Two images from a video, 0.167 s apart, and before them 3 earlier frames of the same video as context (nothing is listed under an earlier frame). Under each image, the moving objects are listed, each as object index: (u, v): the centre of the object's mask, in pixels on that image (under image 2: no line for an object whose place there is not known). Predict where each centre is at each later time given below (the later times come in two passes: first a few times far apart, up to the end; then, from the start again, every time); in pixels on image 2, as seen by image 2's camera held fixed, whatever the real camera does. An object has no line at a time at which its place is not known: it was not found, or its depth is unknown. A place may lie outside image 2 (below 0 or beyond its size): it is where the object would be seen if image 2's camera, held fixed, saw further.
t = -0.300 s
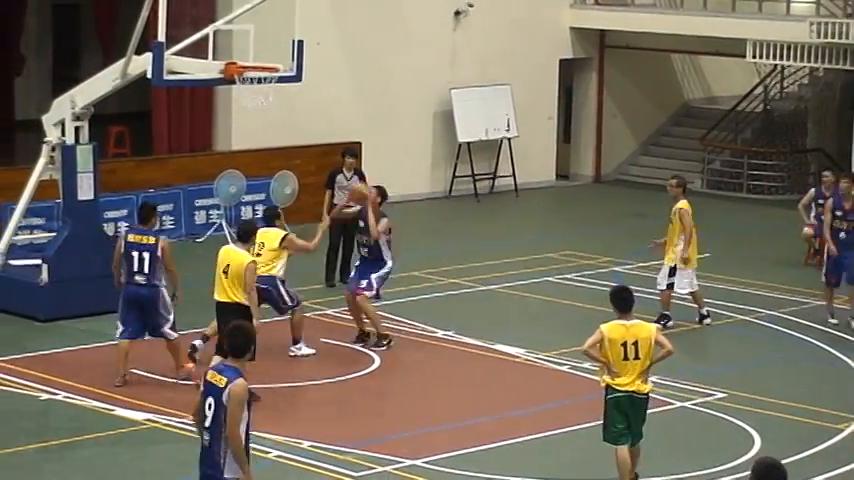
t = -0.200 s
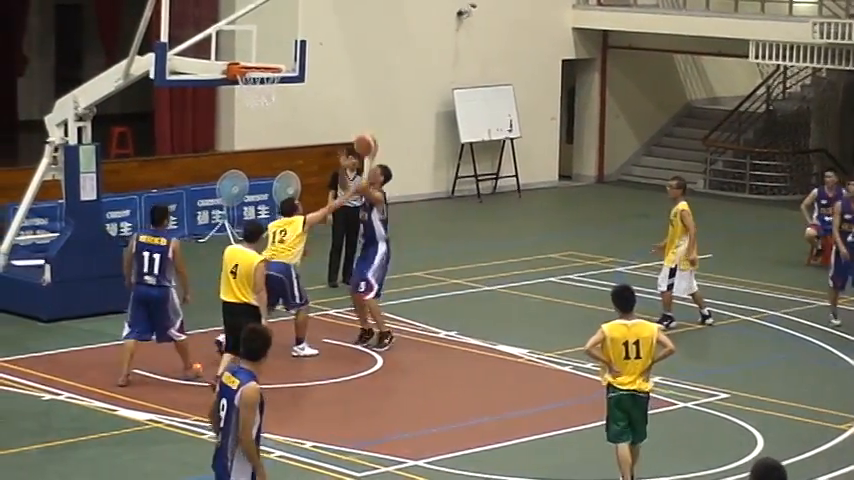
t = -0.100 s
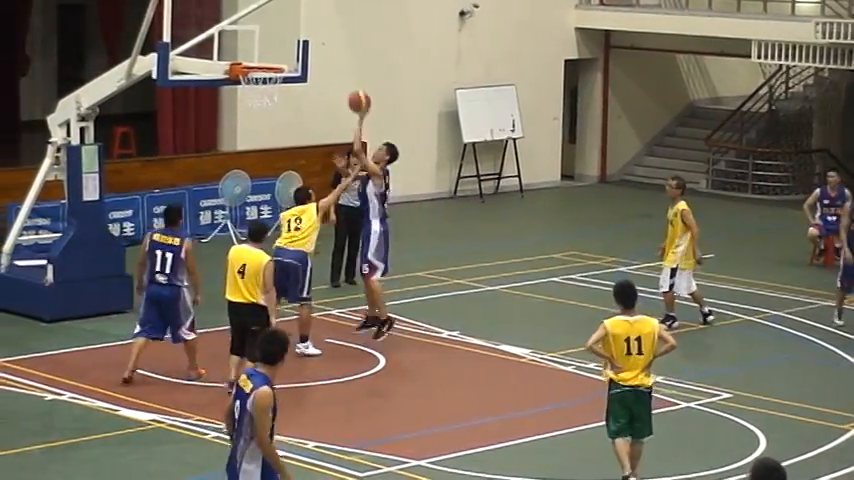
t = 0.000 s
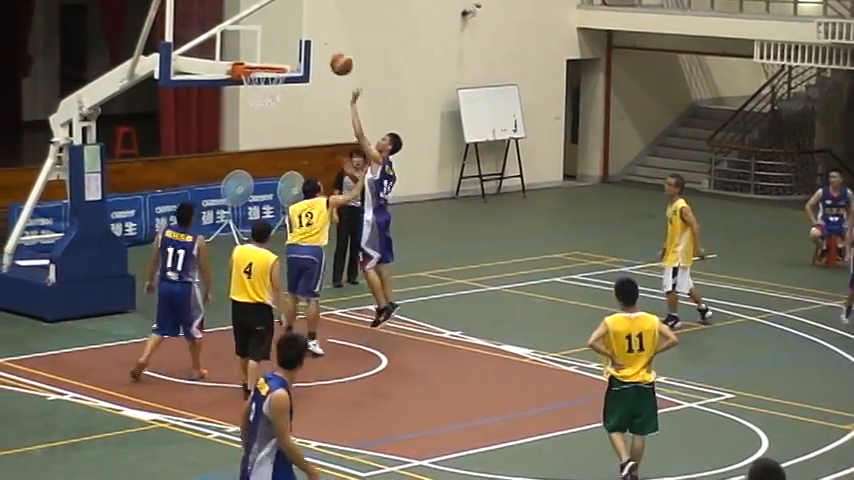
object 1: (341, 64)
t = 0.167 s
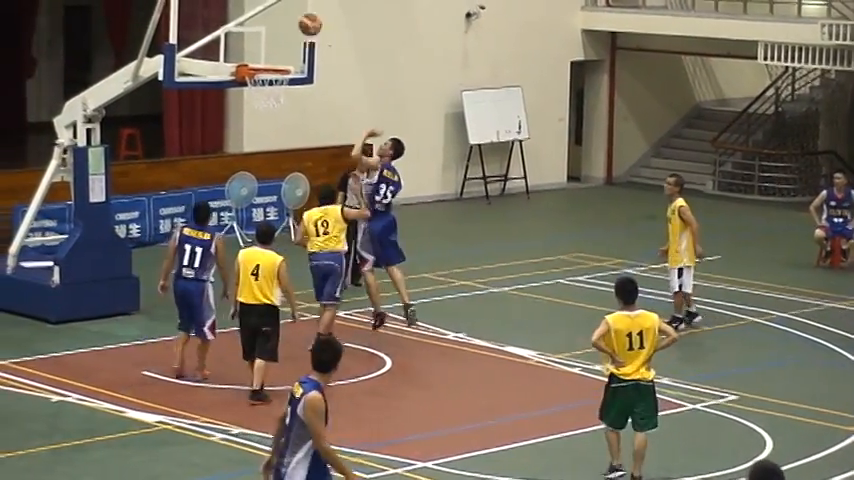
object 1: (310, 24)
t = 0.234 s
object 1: (295, 15)
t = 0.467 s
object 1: (284, 31)
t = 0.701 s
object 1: (262, 64)
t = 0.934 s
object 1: (274, 70)
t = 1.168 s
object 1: (272, 97)
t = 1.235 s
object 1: (268, 104)
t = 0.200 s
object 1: (302, 19)
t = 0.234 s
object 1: (295, 15)
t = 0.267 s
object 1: (289, 13)
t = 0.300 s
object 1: (289, 13)
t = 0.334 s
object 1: (288, 15)
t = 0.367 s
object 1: (287, 17)
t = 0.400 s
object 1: (286, 20)
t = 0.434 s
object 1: (285, 25)
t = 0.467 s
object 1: (284, 31)
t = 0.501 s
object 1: (283, 37)
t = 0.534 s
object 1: (283, 46)
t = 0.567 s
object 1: (282, 55)
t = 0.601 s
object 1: (281, 63)
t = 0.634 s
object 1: (276, 61)
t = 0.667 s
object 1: (268, 62)
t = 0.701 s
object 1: (262, 64)
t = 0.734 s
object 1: (257, 65)
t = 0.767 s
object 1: (260, 63)
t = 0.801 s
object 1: (264, 63)
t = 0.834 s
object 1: (267, 64)
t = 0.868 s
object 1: (270, 65)
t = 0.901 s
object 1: (271, 69)
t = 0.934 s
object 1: (274, 70)
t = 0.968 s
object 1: (274, 68)
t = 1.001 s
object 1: (273, 82)
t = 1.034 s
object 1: (274, 86)
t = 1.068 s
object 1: (274, 88)
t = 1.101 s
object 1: (276, 88)
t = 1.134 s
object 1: (272, 95)
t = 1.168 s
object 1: (272, 97)
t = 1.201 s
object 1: (269, 101)
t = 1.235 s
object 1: (268, 104)
